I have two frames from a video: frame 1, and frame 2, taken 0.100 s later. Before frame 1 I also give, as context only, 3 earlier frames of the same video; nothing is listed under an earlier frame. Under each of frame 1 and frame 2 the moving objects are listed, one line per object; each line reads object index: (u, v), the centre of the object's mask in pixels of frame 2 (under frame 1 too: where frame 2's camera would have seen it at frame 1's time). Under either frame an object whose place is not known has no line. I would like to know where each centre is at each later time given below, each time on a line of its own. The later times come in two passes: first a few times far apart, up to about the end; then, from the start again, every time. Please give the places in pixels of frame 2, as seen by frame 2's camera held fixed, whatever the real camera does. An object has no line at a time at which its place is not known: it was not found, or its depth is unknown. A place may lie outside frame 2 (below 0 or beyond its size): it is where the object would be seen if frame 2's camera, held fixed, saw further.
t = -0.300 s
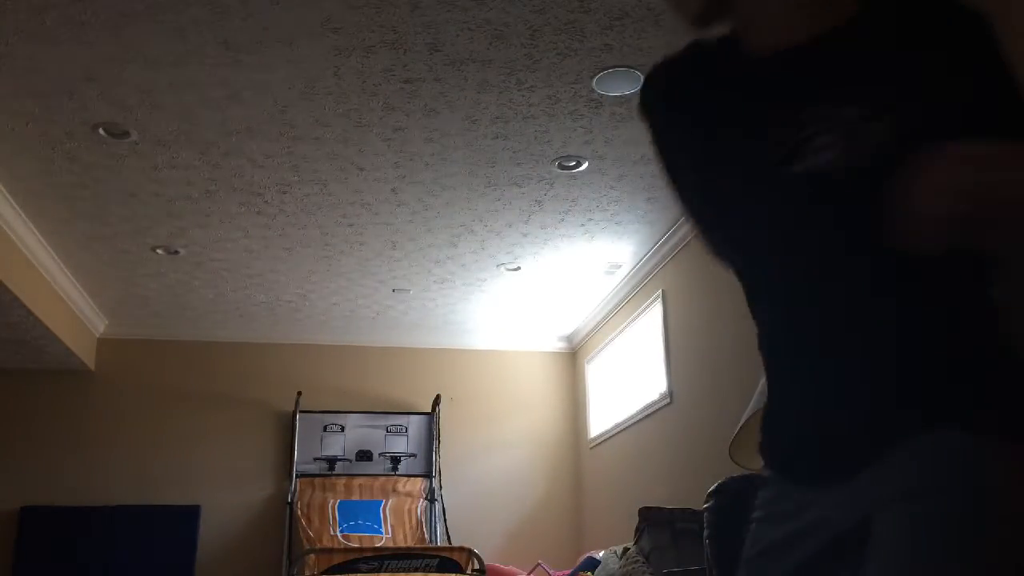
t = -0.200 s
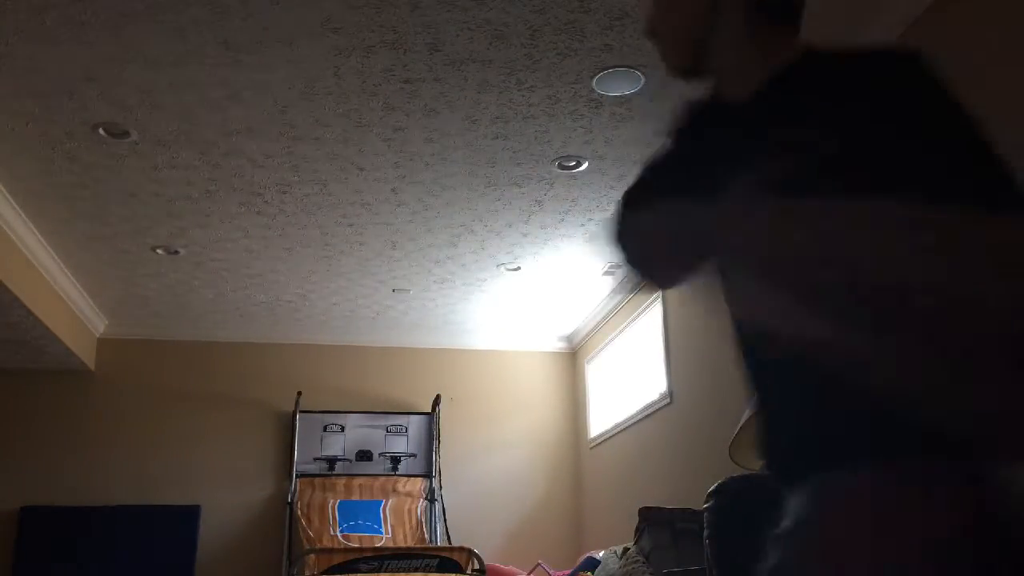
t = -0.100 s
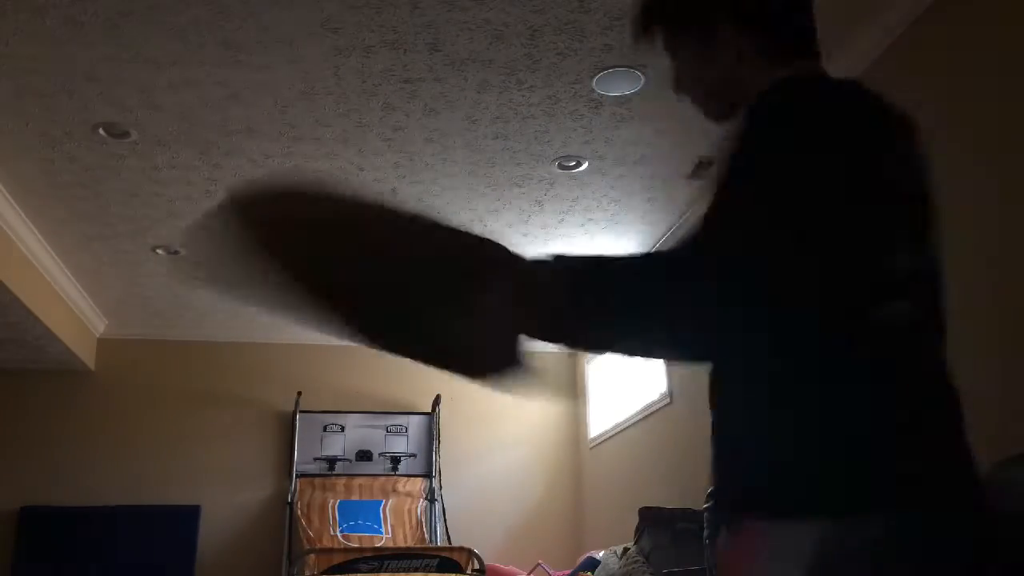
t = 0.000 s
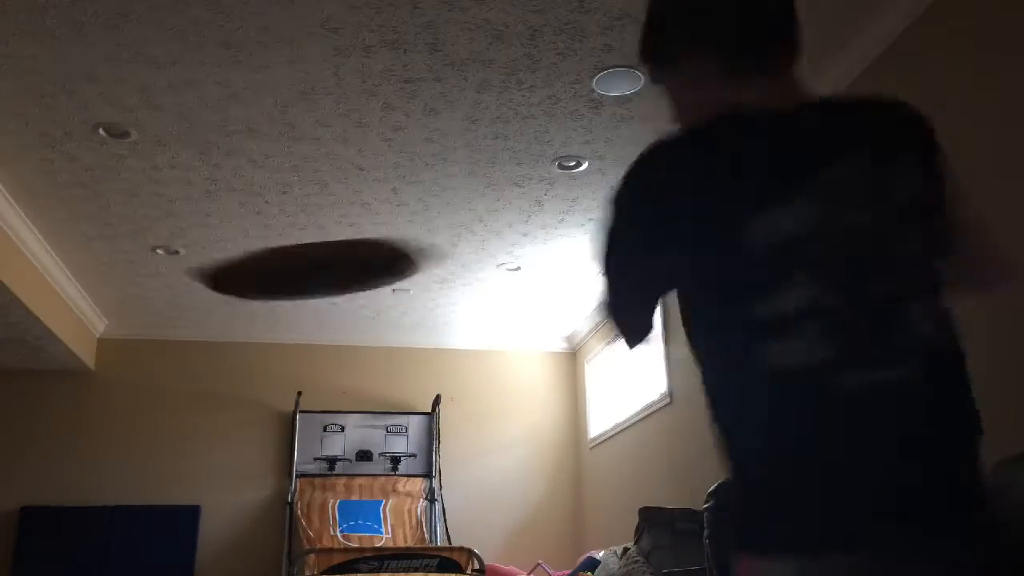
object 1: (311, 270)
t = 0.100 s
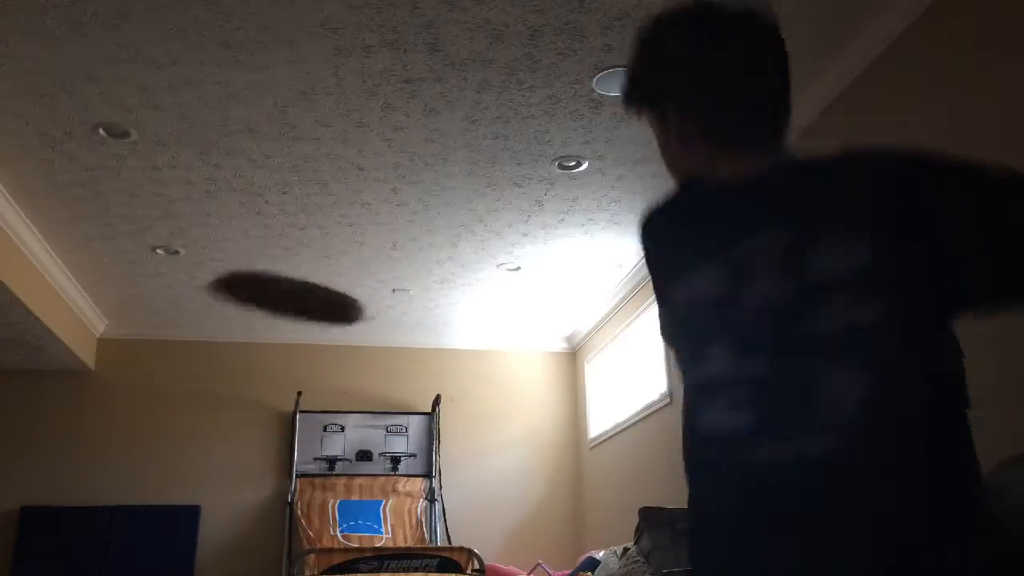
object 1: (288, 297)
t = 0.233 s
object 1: (271, 329)
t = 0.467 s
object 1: (241, 382)
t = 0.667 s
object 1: (204, 426)
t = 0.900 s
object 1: (218, 495)
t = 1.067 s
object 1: (219, 548)
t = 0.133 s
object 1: (281, 307)
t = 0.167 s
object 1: (278, 315)
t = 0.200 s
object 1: (275, 322)
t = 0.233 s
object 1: (271, 329)
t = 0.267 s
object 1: (270, 335)
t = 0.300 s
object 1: (265, 344)
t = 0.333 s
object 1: (257, 353)
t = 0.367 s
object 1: (255, 361)
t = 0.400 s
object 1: (252, 368)
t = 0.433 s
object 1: (246, 375)
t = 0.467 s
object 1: (241, 382)
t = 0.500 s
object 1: (237, 388)
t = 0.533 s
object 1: (229, 398)
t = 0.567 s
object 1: (223, 405)
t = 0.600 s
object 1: (219, 412)
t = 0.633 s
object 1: (213, 420)
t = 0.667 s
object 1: (204, 426)
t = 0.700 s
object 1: (205, 436)
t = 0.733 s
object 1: (206, 443)
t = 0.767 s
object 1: (211, 452)
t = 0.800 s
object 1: (212, 461)
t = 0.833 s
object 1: (214, 472)
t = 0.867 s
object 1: (216, 483)
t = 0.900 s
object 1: (218, 495)
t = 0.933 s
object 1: (218, 507)
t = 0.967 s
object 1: (217, 519)
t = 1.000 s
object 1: (215, 529)
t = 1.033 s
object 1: (217, 537)
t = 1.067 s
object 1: (219, 548)
